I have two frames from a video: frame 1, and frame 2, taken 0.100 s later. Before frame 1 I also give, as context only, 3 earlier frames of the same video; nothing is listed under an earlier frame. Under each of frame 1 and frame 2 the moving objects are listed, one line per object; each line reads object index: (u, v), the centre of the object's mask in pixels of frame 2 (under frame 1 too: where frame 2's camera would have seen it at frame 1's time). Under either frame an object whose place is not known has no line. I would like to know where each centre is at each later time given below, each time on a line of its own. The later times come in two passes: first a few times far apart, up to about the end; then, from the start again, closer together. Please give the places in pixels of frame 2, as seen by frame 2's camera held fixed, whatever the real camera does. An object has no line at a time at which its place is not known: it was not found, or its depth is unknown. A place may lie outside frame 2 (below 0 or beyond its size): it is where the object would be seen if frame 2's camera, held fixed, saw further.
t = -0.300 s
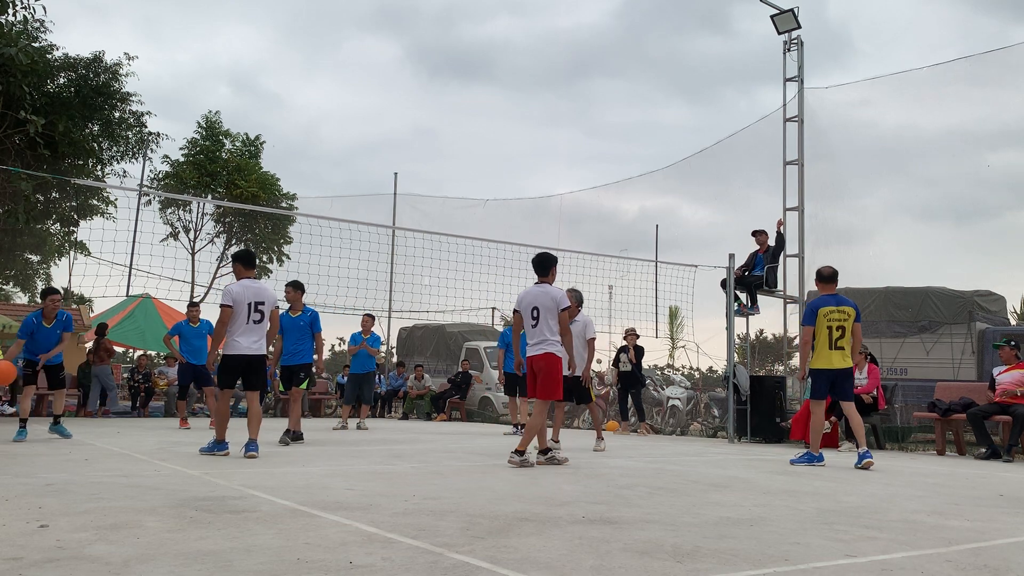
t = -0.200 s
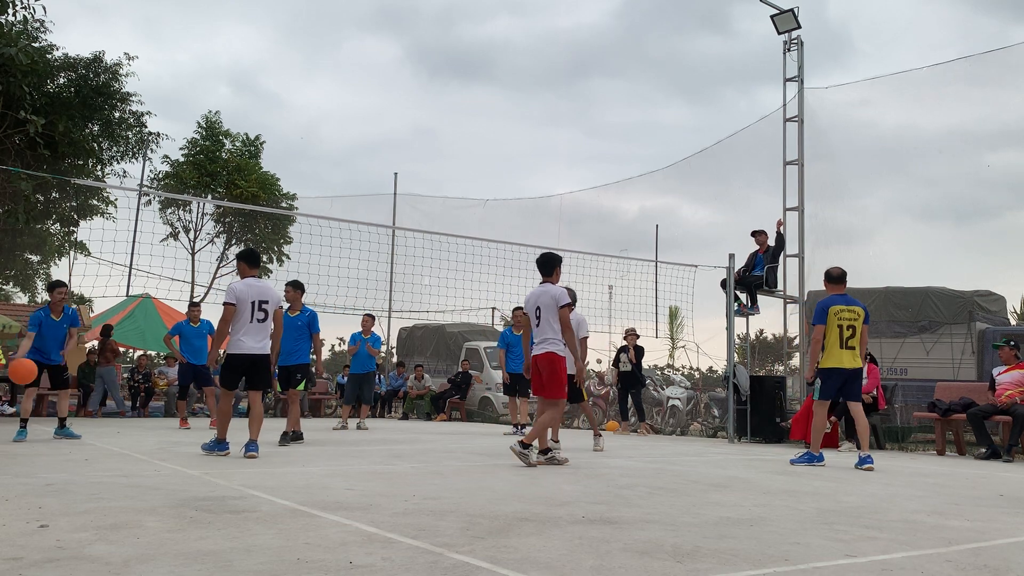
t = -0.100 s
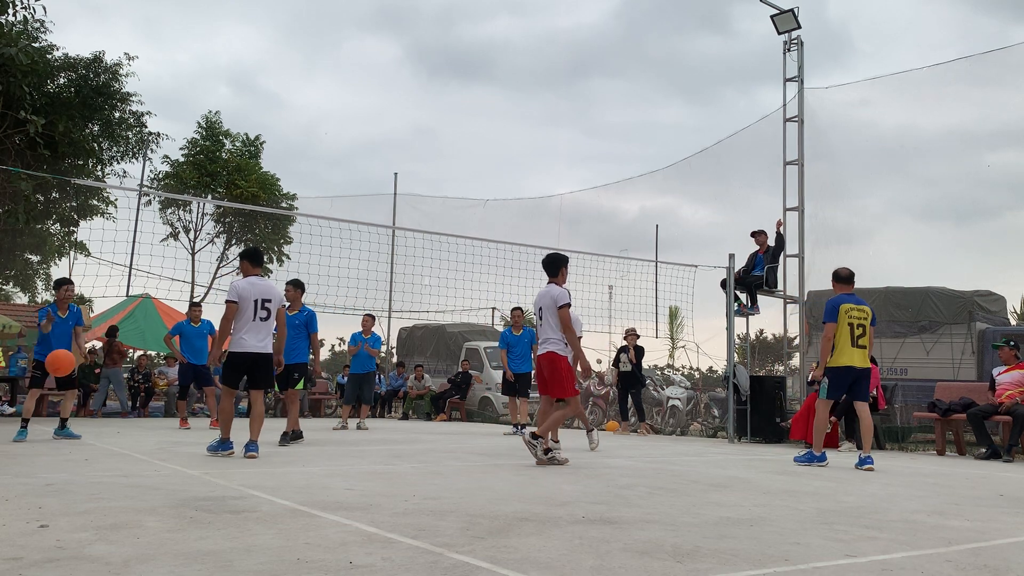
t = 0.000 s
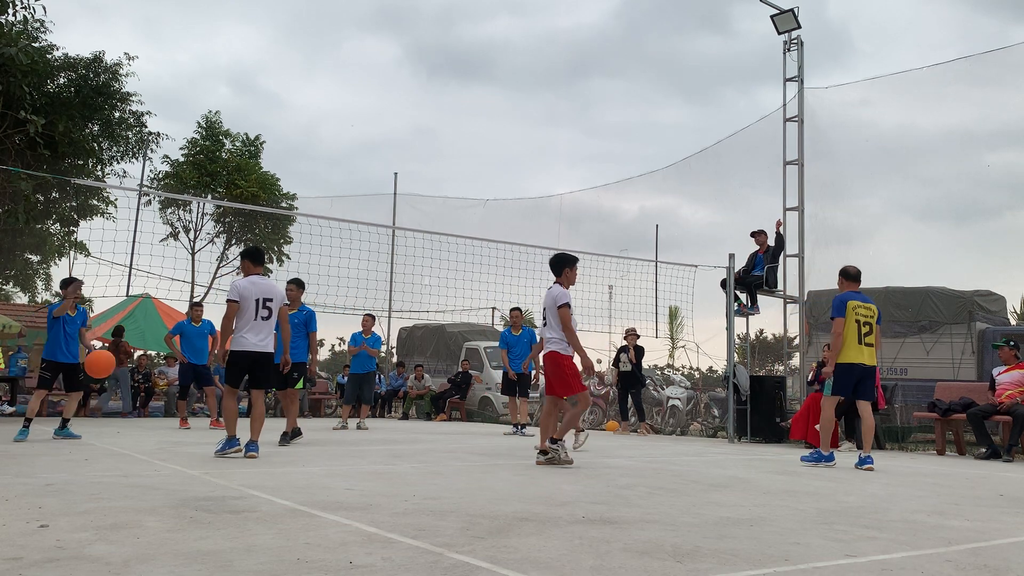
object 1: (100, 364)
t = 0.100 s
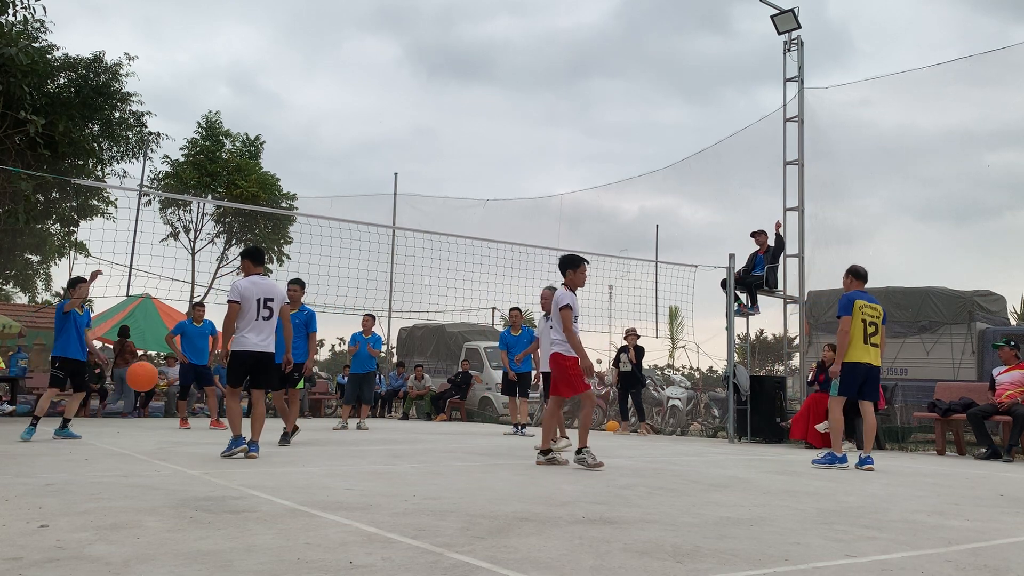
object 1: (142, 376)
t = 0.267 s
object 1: (216, 427)
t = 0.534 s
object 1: (340, 389)
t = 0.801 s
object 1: (469, 404)
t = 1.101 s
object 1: (634, 420)
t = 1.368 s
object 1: (810, 416)
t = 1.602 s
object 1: (987, 481)
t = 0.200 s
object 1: (185, 402)
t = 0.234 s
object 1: (201, 413)
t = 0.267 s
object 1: (216, 427)
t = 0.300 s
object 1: (232, 442)
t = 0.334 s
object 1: (247, 443)
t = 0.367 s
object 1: (263, 431)
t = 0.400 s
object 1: (278, 420)
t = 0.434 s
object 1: (293, 410)
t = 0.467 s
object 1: (308, 401)
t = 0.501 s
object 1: (324, 394)
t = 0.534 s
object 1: (340, 389)
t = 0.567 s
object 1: (356, 385)
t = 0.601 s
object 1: (371, 383)
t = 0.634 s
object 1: (387, 382)
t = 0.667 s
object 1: (403, 383)
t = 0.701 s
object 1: (419, 385)
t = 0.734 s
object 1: (436, 390)
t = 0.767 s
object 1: (452, 396)
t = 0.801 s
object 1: (469, 404)
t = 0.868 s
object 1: (502, 425)
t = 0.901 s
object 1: (520, 439)
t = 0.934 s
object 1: (538, 455)
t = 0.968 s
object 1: (556, 467)
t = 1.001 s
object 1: (575, 453)
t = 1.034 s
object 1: (594, 440)
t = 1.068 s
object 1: (614, 429)
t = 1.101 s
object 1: (634, 420)
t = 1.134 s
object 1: (655, 413)
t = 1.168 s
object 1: (676, 408)
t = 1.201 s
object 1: (696, 404)
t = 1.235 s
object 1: (718, 402)
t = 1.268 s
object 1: (740, 402)
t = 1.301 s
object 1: (763, 405)
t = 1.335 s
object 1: (786, 409)
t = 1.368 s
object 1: (810, 416)
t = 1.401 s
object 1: (833, 425)
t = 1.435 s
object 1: (858, 436)
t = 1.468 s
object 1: (882, 449)
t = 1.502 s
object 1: (908, 465)
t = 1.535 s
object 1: (935, 484)
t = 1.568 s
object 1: (961, 496)
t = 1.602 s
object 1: (987, 481)
